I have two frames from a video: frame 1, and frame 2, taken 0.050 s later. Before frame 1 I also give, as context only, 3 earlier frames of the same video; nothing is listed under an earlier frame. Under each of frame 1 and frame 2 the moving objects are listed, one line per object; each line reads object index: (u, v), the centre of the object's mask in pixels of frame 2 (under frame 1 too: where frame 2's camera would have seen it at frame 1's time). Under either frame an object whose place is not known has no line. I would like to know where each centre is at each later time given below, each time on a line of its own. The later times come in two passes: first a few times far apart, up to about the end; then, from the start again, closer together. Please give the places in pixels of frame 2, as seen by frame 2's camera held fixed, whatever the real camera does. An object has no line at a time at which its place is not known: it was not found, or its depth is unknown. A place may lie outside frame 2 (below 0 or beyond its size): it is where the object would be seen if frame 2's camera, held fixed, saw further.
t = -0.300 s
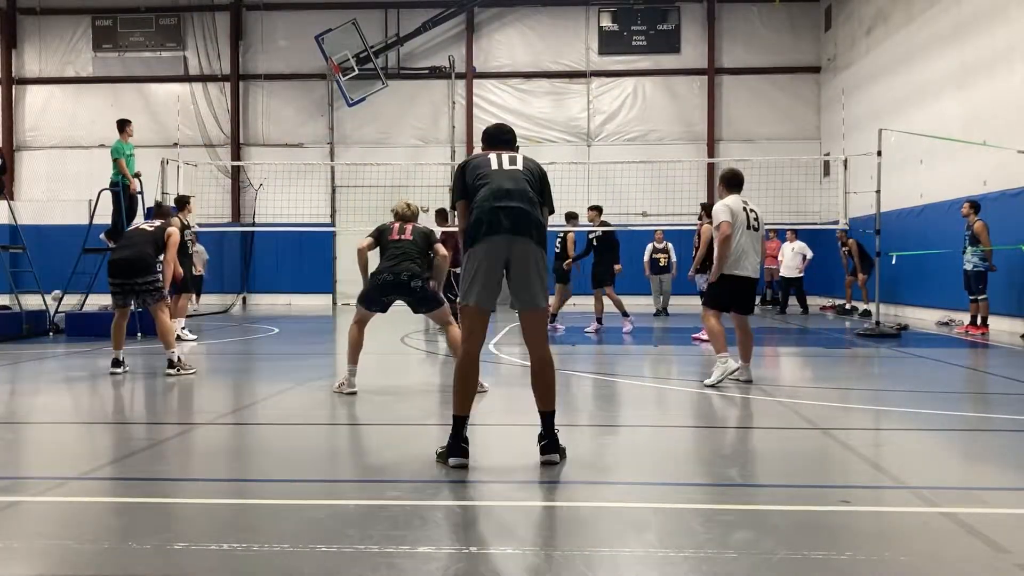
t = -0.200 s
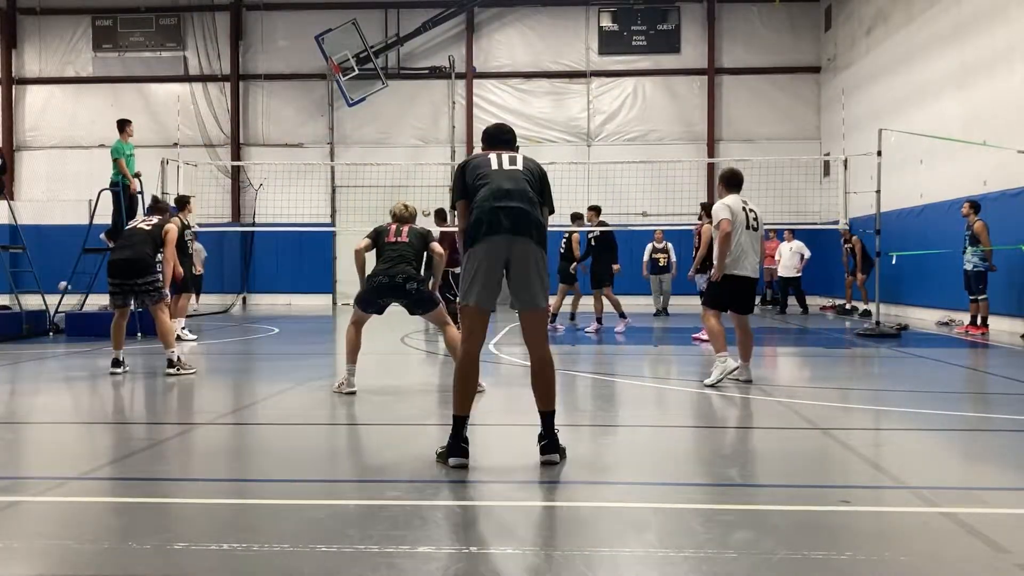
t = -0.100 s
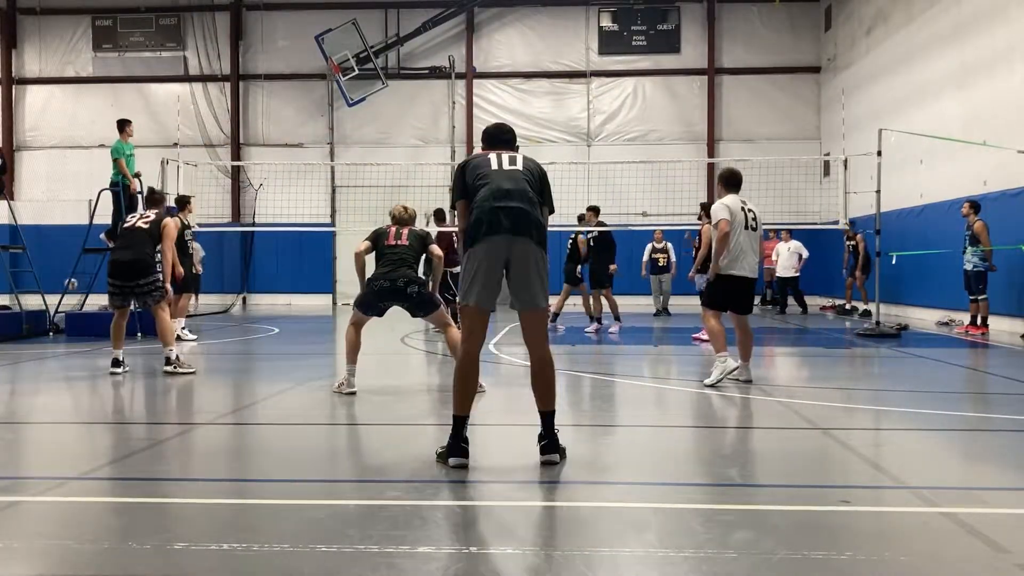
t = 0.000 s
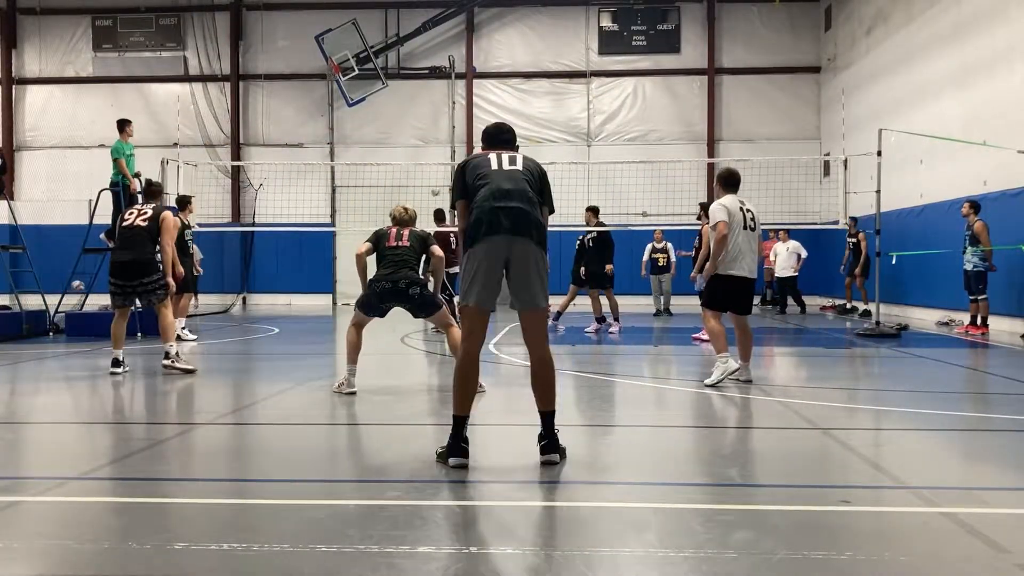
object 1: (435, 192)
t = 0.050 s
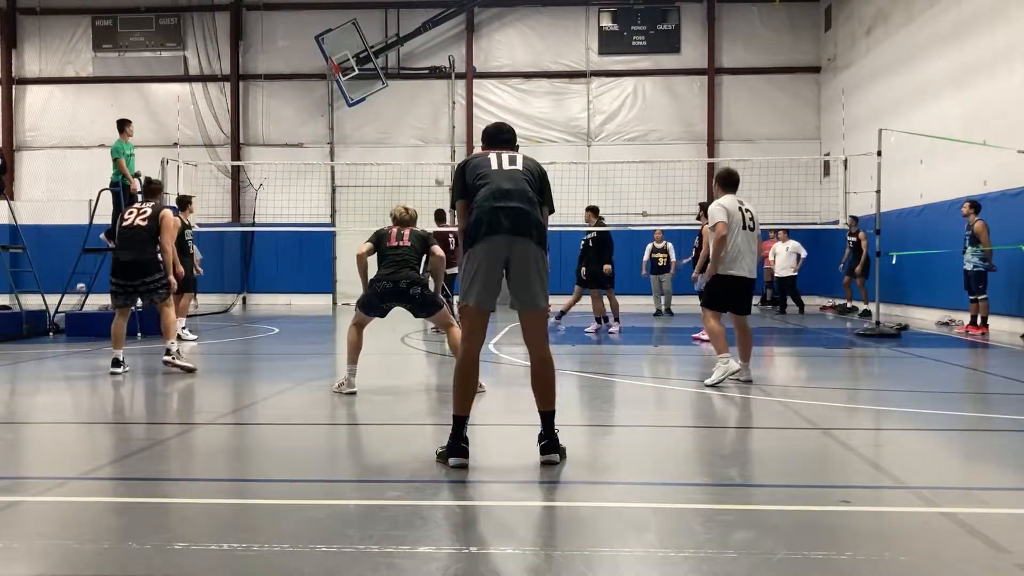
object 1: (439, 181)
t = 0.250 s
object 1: (455, 139)
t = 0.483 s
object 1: (480, 110)
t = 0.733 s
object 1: (519, 113)
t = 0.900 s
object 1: (554, 148)
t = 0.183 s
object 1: (449, 154)
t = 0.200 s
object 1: (451, 149)
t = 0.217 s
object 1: (453, 145)
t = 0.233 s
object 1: (455, 142)
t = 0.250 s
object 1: (455, 139)
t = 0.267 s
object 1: (457, 139)
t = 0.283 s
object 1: (458, 134)
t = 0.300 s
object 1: (459, 131)
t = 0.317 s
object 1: (461, 127)
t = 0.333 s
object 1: (463, 125)
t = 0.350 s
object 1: (465, 122)
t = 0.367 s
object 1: (466, 120)
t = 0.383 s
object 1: (468, 118)
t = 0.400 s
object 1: (470, 116)
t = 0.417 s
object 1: (472, 114)
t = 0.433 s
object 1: (473, 113)
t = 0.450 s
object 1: (475, 112)
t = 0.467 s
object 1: (477, 111)
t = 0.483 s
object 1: (480, 110)
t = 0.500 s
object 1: (482, 109)
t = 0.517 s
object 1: (484, 108)
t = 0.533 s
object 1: (486, 107)
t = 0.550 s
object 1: (489, 107)
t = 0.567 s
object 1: (491, 106)
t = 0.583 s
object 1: (494, 106)
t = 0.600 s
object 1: (496, 105)
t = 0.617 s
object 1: (499, 105)
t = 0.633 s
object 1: (502, 105)
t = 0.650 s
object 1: (505, 106)
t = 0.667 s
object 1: (507, 107)
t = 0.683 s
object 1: (510, 108)
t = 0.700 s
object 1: (513, 109)
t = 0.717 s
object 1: (516, 111)
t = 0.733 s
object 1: (519, 113)
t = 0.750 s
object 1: (522, 115)
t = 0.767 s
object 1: (526, 117)
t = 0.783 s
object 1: (529, 120)
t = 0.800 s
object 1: (533, 123)
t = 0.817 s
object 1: (536, 126)
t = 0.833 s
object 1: (539, 130)
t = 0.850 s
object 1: (542, 134)
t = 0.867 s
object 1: (546, 138)
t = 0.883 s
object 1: (550, 144)
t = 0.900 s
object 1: (554, 148)
